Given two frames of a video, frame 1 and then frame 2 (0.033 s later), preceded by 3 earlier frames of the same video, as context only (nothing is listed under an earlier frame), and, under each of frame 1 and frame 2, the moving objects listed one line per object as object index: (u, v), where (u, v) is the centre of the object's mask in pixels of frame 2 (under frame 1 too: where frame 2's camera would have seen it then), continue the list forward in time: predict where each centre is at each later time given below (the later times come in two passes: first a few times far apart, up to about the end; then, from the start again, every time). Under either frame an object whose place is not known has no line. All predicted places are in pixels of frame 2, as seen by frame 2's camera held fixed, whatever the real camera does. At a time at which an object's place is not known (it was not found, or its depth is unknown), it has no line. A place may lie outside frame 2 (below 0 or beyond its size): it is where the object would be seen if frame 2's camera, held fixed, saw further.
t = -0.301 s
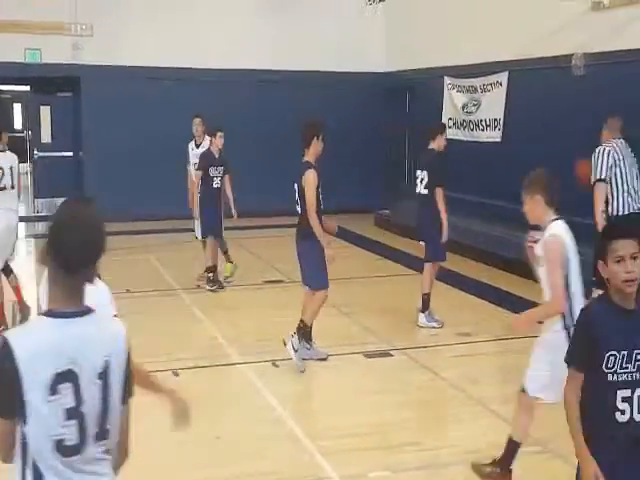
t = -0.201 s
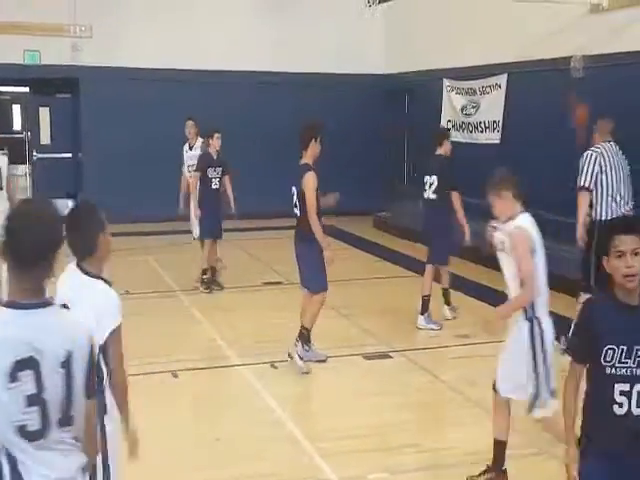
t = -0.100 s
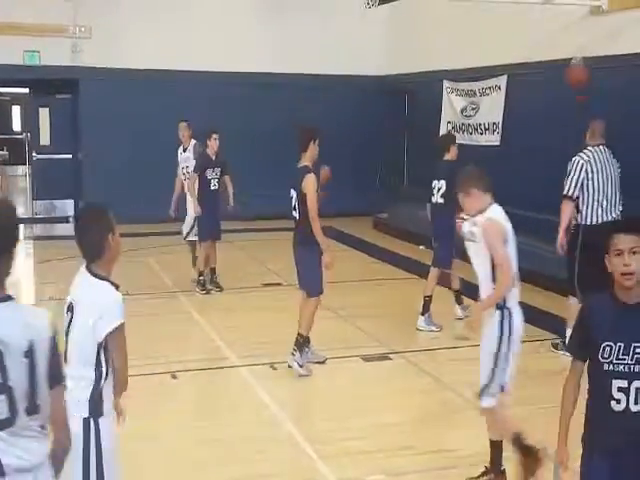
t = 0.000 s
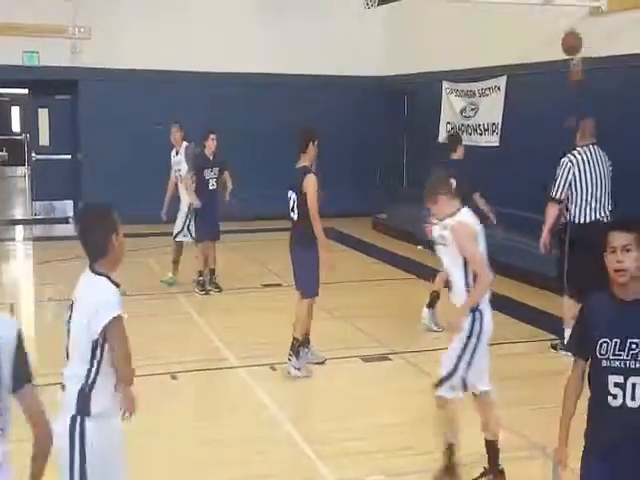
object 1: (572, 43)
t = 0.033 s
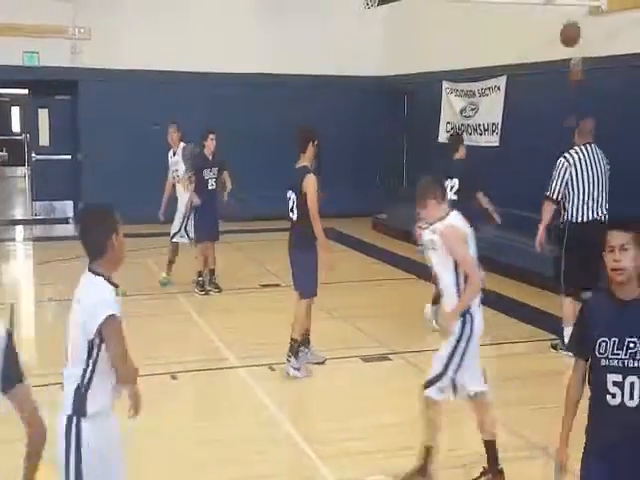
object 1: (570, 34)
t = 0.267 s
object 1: (561, 11)
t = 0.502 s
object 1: (550, 47)
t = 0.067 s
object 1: (569, 28)
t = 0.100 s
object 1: (567, 22)
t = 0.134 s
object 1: (566, 17)
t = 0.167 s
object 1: (564, 14)
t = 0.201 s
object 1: (563, 12)
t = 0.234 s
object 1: (562, 11)
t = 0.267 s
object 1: (561, 11)
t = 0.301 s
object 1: (559, 13)
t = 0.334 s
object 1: (558, 17)
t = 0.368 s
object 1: (557, 20)
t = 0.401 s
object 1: (556, 25)
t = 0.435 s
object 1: (554, 31)
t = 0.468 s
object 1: (552, 39)
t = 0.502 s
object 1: (550, 47)
